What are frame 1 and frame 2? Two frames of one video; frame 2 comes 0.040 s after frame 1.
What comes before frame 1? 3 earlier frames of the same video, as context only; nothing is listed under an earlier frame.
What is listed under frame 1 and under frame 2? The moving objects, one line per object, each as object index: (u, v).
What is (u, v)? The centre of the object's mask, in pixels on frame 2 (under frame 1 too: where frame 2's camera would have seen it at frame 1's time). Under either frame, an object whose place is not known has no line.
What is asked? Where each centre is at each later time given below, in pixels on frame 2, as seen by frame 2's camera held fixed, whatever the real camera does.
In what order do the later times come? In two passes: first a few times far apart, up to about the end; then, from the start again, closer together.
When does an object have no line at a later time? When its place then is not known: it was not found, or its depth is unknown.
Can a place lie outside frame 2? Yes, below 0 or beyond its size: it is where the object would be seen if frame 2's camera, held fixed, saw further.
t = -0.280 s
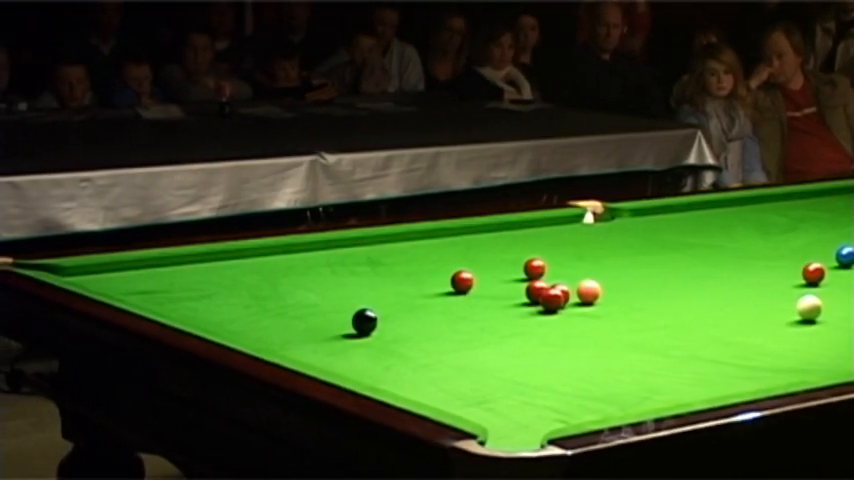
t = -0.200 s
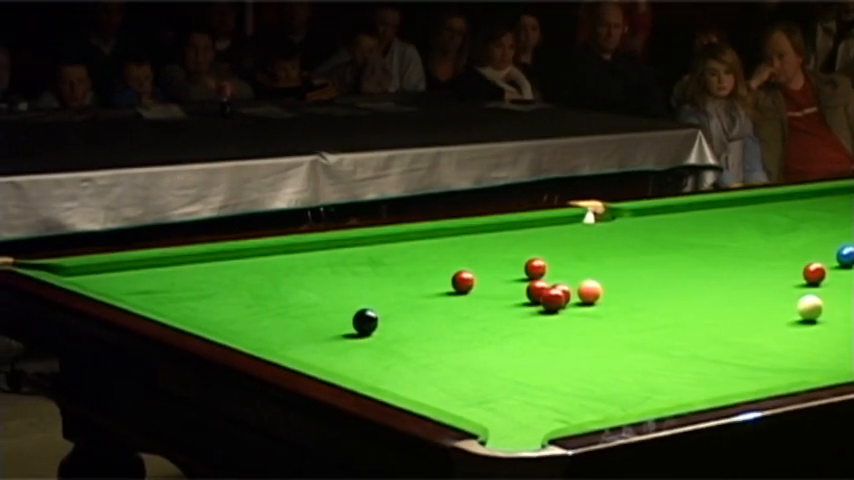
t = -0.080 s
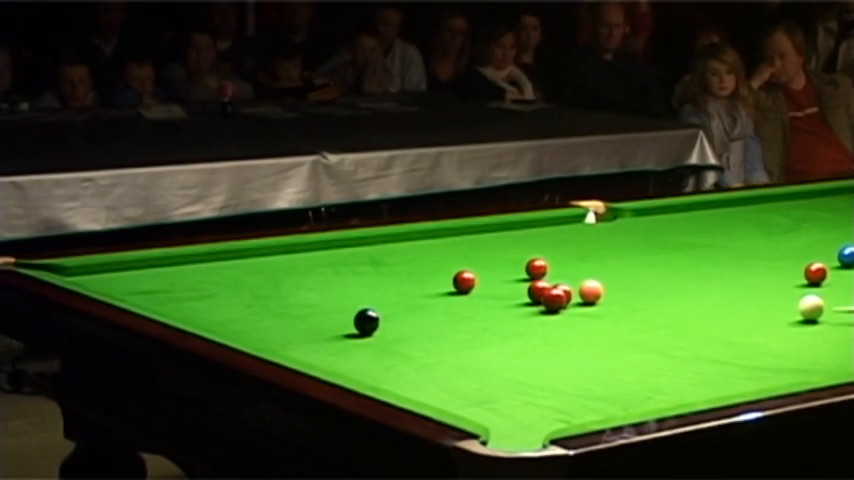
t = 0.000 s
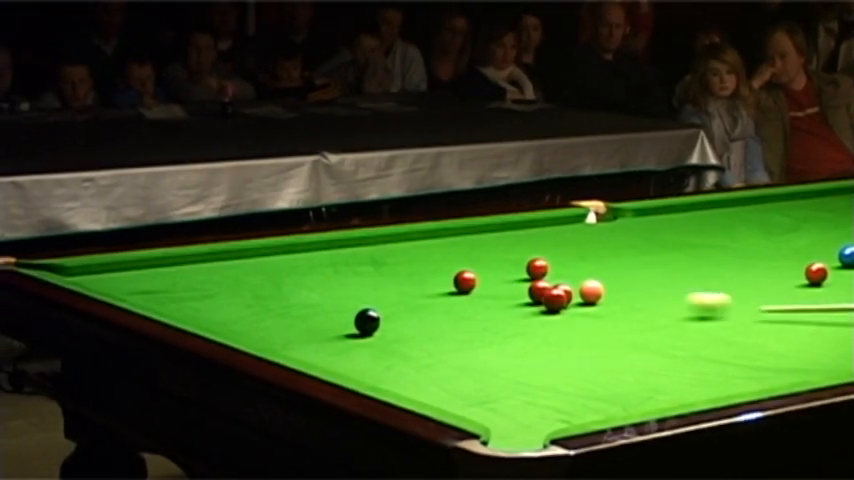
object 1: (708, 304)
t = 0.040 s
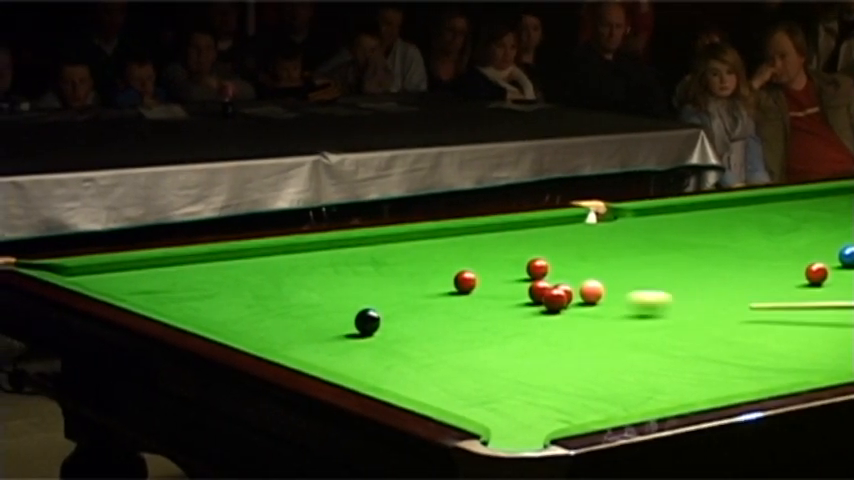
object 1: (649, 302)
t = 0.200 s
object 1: (572, 304)
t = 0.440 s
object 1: (564, 310)
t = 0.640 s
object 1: (558, 314)
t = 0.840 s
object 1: (552, 319)
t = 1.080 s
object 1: (547, 324)
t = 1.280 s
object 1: (544, 328)
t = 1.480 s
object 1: (540, 331)
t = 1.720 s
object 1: (536, 336)
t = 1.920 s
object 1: (533, 338)
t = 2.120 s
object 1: (530, 341)
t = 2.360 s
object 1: (529, 344)
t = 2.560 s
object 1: (527, 346)
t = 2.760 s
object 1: (526, 347)
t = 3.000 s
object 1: (525, 348)
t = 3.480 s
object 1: (524, 348)
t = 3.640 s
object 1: (524, 348)
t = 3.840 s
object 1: (524, 348)
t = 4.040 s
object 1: (524, 349)
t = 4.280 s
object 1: (524, 349)
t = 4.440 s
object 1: (524, 349)
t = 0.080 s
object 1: (592, 297)
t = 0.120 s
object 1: (576, 301)
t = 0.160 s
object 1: (574, 303)
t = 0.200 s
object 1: (572, 304)
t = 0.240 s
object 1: (571, 305)
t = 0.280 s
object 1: (569, 306)
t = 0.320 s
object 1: (568, 307)
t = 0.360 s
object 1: (567, 308)
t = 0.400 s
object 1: (566, 309)
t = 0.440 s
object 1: (564, 310)
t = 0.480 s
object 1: (563, 311)
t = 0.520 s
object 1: (562, 312)
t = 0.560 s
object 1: (560, 312)
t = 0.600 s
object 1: (559, 313)
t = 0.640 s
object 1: (558, 314)
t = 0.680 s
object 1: (557, 315)
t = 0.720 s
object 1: (556, 316)
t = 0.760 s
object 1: (555, 317)
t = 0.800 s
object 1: (554, 318)
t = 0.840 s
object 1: (552, 319)
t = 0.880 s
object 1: (552, 320)
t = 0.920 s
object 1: (551, 321)
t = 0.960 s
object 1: (550, 322)
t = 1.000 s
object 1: (549, 322)
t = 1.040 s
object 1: (548, 323)
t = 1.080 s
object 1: (547, 324)
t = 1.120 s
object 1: (547, 324)
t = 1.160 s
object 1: (546, 326)
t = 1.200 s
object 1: (545, 326)
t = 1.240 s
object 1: (544, 327)
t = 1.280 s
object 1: (544, 328)
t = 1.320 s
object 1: (543, 329)
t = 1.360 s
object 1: (542, 329)
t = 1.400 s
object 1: (541, 330)
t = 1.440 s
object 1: (541, 331)
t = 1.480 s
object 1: (540, 331)
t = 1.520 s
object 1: (539, 332)
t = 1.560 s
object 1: (538, 333)
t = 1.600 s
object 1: (538, 333)
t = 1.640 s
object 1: (537, 334)
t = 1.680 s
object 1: (536, 335)
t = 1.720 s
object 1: (536, 336)
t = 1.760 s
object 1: (535, 336)
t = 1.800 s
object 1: (534, 337)
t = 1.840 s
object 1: (534, 337)
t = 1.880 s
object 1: (533, 338)
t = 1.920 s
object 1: (533, 338)
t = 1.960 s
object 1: (532, 339)
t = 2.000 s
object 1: (532, 340)
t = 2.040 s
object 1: (531, 340)
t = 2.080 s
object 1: (531, 341)
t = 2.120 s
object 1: (530, 341)
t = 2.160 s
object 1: (530, 342)
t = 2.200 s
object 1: (530, 342)
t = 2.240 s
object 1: (530, 342)
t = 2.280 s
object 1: (529, 343)
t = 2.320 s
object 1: (529, 343)
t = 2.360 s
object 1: (529, 344)
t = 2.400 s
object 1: (528, 344)
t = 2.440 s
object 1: (528, 345)
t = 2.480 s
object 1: (528, 345)
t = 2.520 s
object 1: (528, 345)
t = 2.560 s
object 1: (527, 346)
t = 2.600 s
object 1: (527, 346)
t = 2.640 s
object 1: (527, 346)
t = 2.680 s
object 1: (526, 347)
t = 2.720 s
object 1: (526, 347)
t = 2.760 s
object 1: (526, 347)
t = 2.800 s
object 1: (526, 347)
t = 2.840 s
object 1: (525, 347)
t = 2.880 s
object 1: (525, 348)
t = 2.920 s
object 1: (525, 348)
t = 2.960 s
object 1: (525, 348)
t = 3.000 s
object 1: (525, 348)
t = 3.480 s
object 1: (524, 348)
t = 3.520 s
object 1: (524, 348)
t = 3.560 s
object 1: (524, 348)
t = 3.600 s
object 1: (524, 348)
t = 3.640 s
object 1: (524, 348)
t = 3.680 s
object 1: (524, 348)
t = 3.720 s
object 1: (524, 348)
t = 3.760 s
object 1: (524, 348)
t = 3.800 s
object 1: (524, 348)
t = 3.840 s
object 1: (524, 348)
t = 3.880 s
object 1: (524, 349)
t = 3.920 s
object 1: (524, 348)
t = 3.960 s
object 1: (524, 349)
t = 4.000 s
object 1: (524, 349)
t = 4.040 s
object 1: (524, 349)
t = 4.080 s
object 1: (524, 349)
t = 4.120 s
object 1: (524, 349)
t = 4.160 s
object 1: (524, 349)
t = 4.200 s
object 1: (524, 349)
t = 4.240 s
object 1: (524, 349)
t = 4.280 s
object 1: (524, 349)
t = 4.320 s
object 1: (524, 349)
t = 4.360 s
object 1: (524, 349)
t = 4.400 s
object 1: (524, 348)
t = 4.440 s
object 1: (524, 349)
